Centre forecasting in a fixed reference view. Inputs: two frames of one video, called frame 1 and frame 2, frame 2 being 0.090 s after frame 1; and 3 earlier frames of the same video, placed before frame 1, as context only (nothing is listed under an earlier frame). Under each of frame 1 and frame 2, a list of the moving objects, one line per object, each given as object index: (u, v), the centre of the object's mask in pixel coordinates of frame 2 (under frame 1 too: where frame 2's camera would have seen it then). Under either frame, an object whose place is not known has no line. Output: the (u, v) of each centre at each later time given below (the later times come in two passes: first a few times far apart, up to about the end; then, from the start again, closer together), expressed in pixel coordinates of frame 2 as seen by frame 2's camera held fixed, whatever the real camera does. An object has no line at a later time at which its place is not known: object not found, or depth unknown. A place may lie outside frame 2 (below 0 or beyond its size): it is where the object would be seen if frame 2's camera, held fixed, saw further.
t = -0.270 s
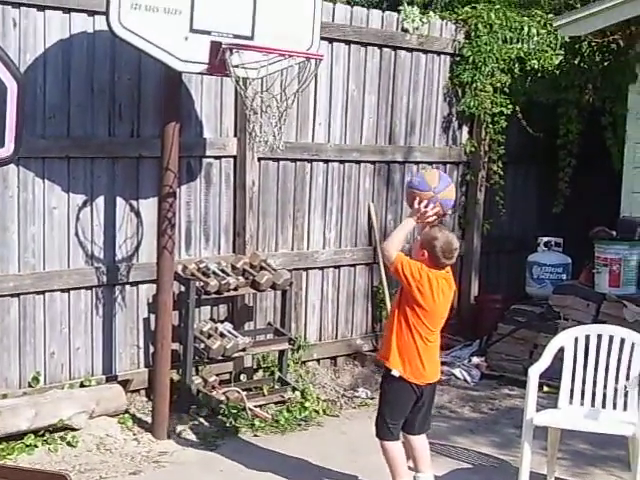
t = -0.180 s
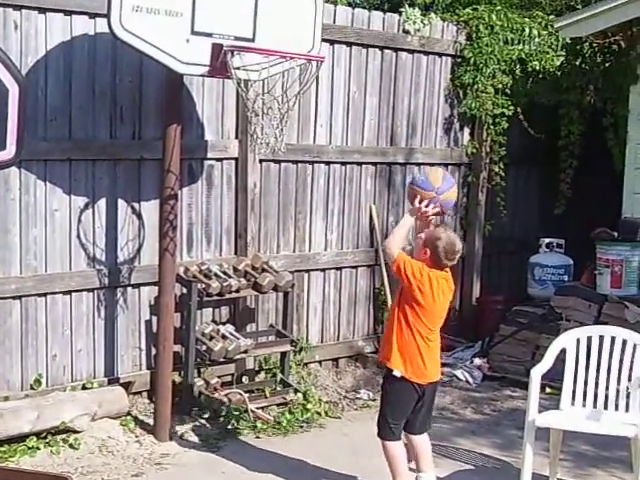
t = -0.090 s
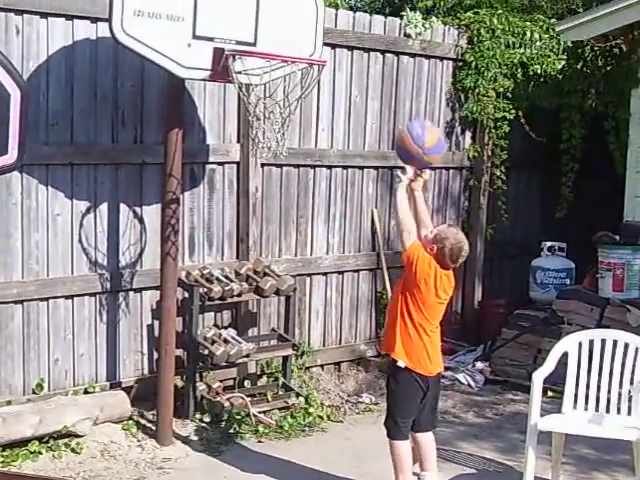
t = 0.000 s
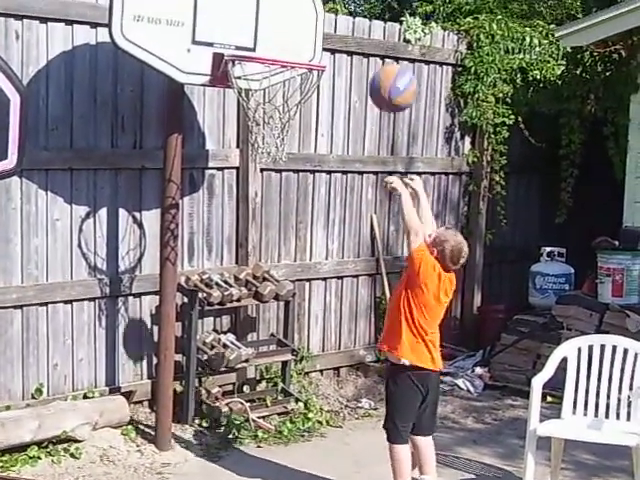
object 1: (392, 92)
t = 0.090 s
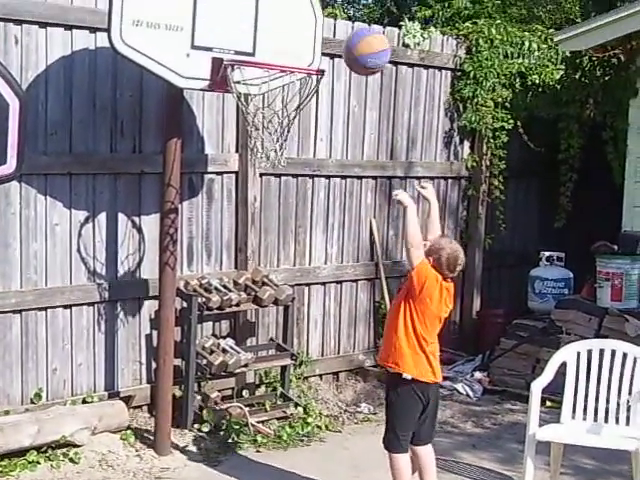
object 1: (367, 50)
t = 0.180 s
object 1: (341, 27)
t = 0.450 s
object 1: (259, 58)
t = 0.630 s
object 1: (275, 144)
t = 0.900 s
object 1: (289, 362)
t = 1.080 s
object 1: (310, 413)
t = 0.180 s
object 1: (341, 27)
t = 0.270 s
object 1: (313, 21)
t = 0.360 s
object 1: (287, 33)
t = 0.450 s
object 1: (259, 58)
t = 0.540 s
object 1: (263, 96)
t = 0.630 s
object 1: (275, 144)
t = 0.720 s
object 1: (279, 201)
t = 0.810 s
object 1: (285, 274)
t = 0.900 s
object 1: (289, 362)
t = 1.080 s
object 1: (310, 413)
